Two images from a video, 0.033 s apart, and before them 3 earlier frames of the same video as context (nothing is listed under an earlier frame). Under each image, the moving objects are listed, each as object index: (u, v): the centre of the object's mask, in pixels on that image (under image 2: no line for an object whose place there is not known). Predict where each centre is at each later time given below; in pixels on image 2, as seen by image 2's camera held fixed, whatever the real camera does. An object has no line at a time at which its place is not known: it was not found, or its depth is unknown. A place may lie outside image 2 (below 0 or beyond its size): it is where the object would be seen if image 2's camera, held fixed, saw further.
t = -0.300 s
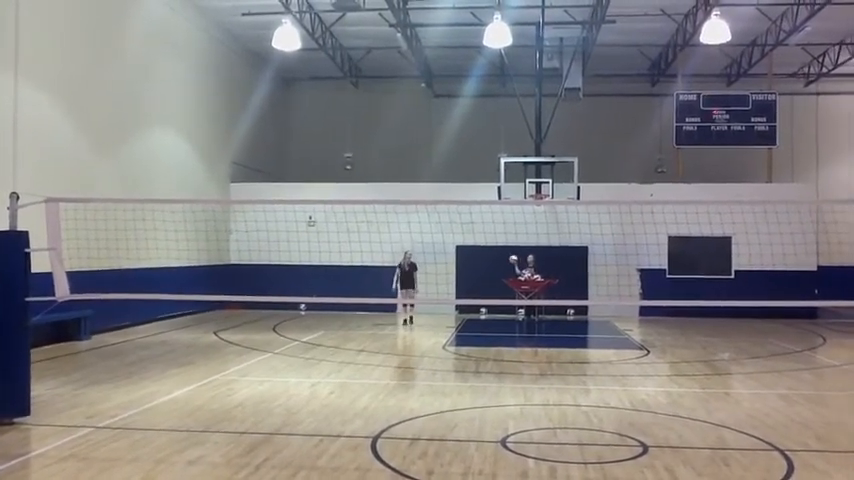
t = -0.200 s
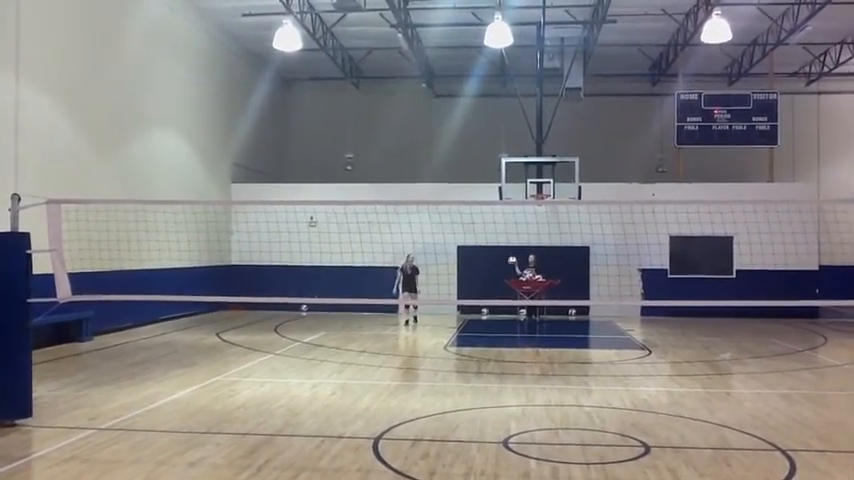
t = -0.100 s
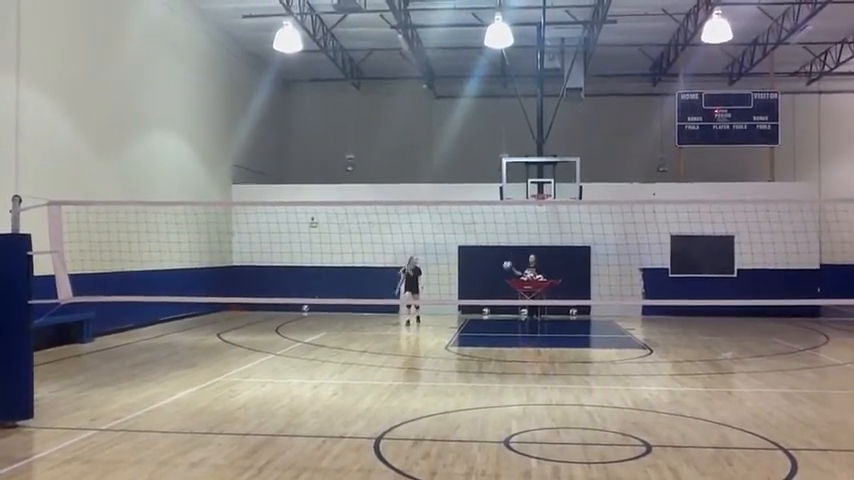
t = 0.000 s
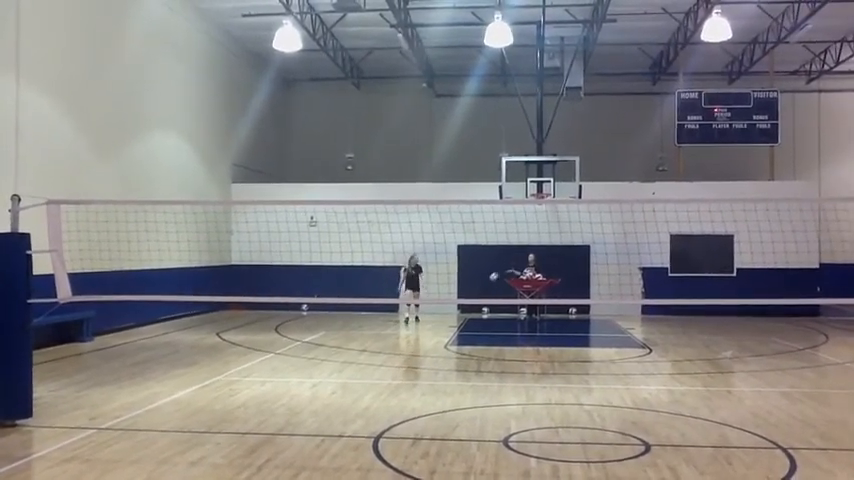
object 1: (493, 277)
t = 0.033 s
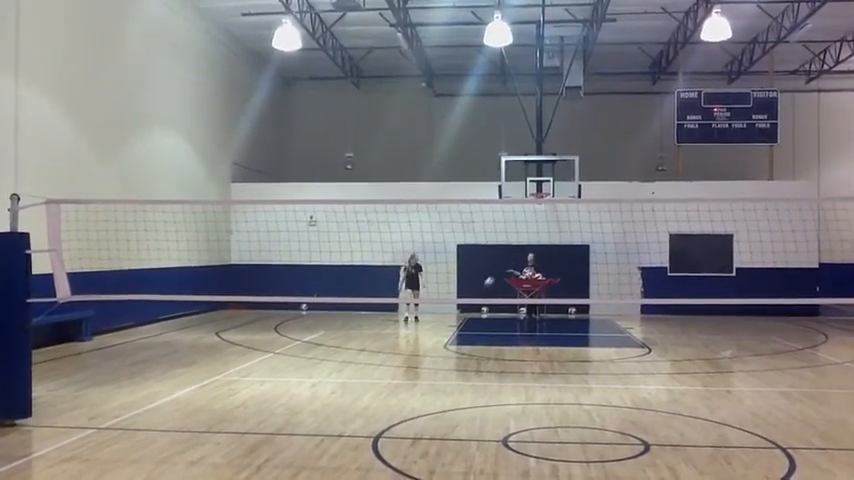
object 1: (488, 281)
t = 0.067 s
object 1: (484, 287)
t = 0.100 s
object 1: (480, 293)
